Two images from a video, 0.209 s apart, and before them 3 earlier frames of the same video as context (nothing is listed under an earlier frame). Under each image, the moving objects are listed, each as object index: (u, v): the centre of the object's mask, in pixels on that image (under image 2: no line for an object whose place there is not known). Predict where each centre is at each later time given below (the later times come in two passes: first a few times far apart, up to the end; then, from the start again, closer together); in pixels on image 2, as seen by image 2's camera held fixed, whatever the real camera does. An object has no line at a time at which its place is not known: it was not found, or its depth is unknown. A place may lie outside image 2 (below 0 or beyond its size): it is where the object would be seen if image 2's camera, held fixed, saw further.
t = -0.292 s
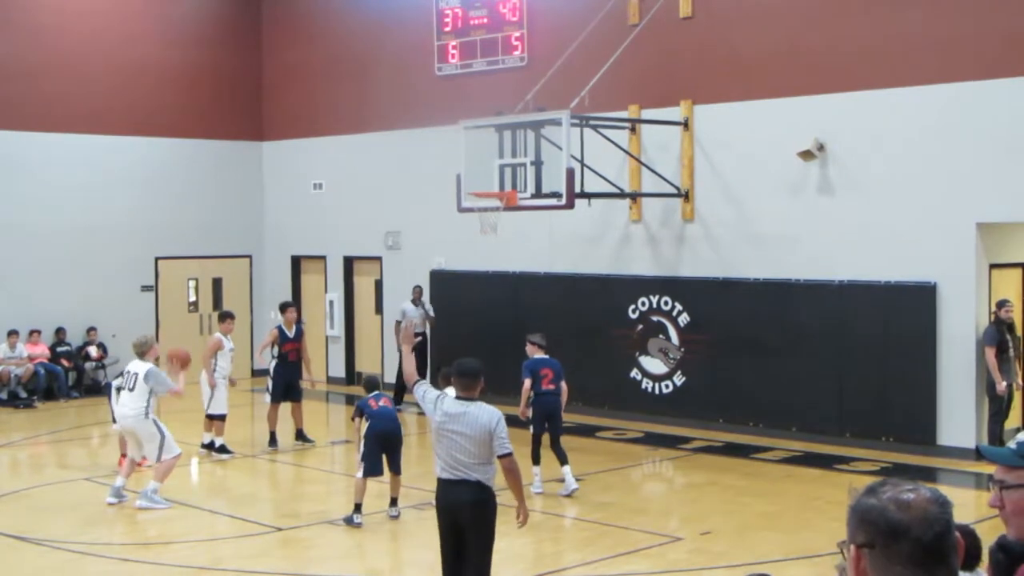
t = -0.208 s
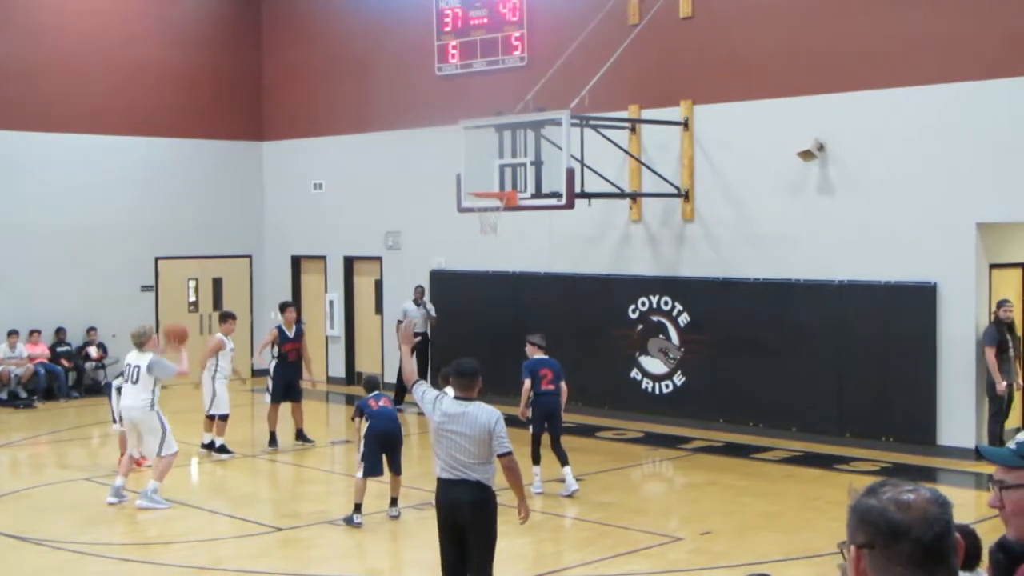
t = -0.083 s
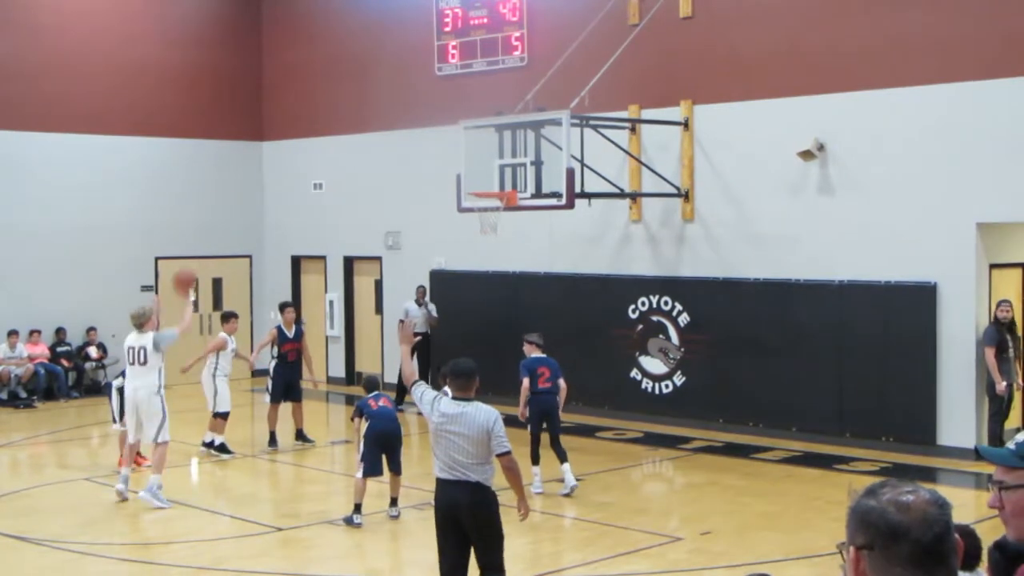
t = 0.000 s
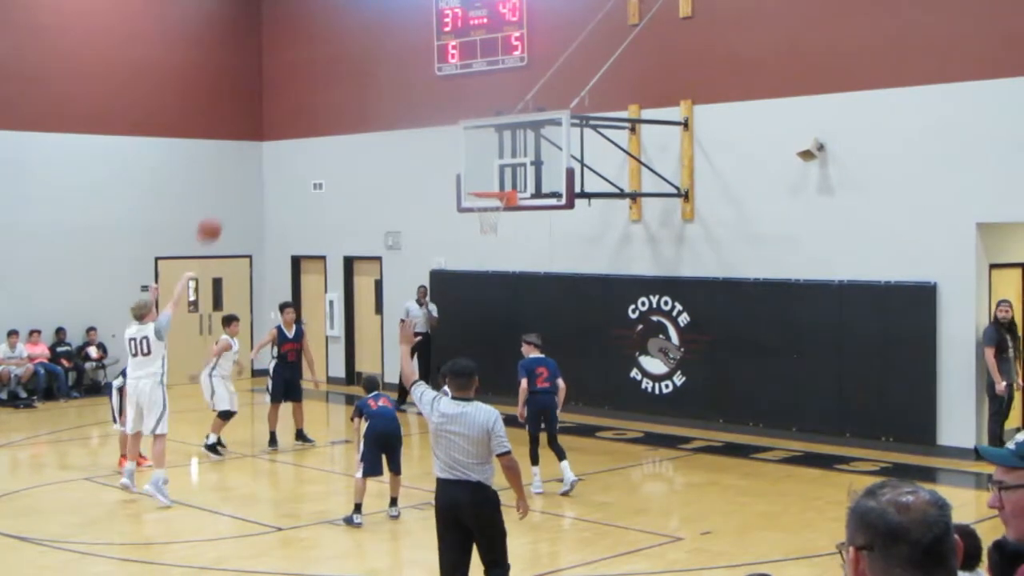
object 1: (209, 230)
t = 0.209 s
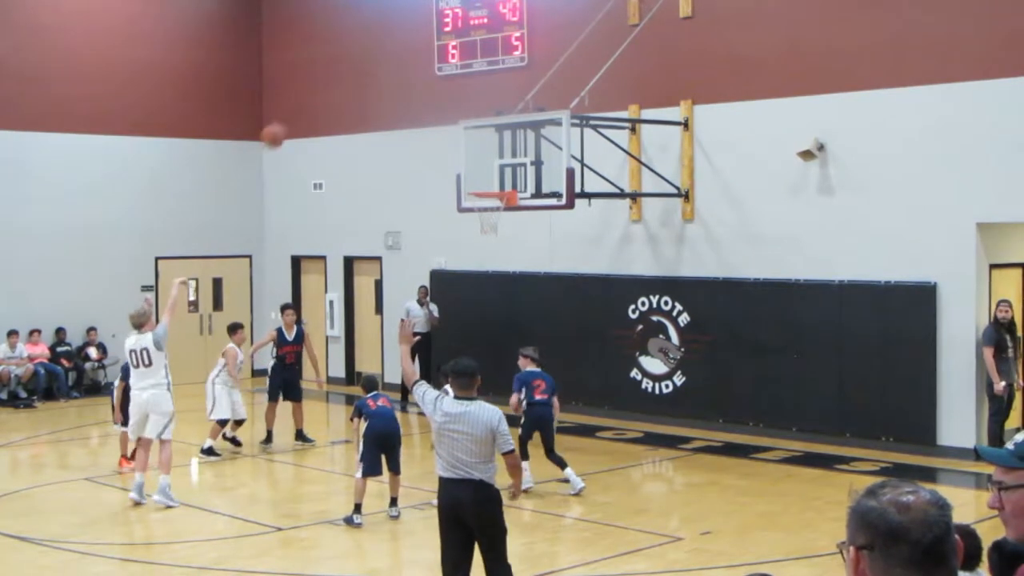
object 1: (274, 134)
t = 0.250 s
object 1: (285, 119)
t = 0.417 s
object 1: (331, 87)
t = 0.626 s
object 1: (386, 80)
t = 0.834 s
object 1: (435, 109)
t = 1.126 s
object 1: (498, 213)
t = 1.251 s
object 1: (506, 221)
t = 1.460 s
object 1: (515, 261)
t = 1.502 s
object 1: (517, 274)
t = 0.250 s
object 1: (285, 119)
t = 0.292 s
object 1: (296, 109)
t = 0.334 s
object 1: (308, 100)
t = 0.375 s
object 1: (320, 91)
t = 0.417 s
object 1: (331, 87)
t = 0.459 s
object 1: (342, 84)
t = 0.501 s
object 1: (353, 80)
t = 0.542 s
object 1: (364, 77)
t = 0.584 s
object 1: (374, 78)
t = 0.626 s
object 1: (386, 80)
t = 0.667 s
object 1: (395, 82)
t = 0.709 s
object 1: (405, 88)
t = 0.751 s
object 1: (416, 94)
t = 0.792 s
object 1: (427, 99)
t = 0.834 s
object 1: (435, 109)
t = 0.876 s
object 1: (444, 124)
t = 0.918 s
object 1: (455, 138)
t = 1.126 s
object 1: (498, 213)
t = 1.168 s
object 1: (502, 214)
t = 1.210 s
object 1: (504, 218)
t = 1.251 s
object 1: (506, 221)
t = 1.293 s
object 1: (508, 226)
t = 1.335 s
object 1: (510, 233)
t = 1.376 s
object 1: (511, 241)
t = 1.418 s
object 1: (513, 250)
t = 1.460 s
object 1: (515, 261)
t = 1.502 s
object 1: (517, 274)
